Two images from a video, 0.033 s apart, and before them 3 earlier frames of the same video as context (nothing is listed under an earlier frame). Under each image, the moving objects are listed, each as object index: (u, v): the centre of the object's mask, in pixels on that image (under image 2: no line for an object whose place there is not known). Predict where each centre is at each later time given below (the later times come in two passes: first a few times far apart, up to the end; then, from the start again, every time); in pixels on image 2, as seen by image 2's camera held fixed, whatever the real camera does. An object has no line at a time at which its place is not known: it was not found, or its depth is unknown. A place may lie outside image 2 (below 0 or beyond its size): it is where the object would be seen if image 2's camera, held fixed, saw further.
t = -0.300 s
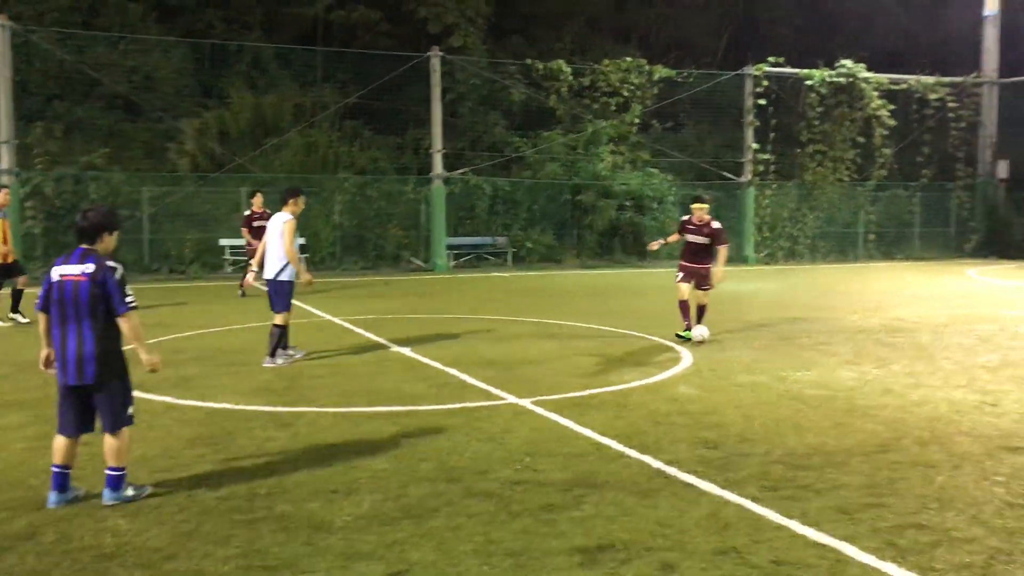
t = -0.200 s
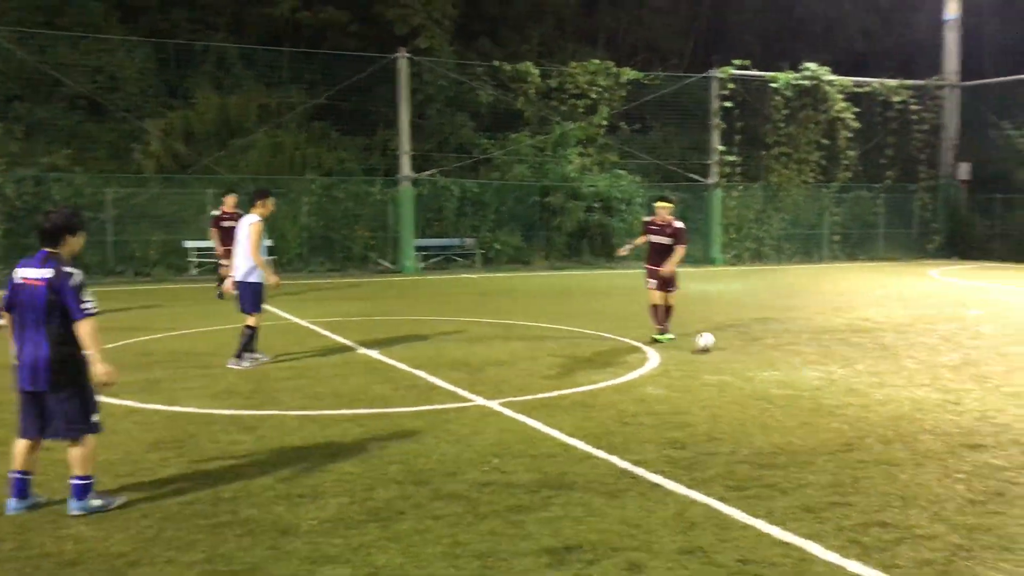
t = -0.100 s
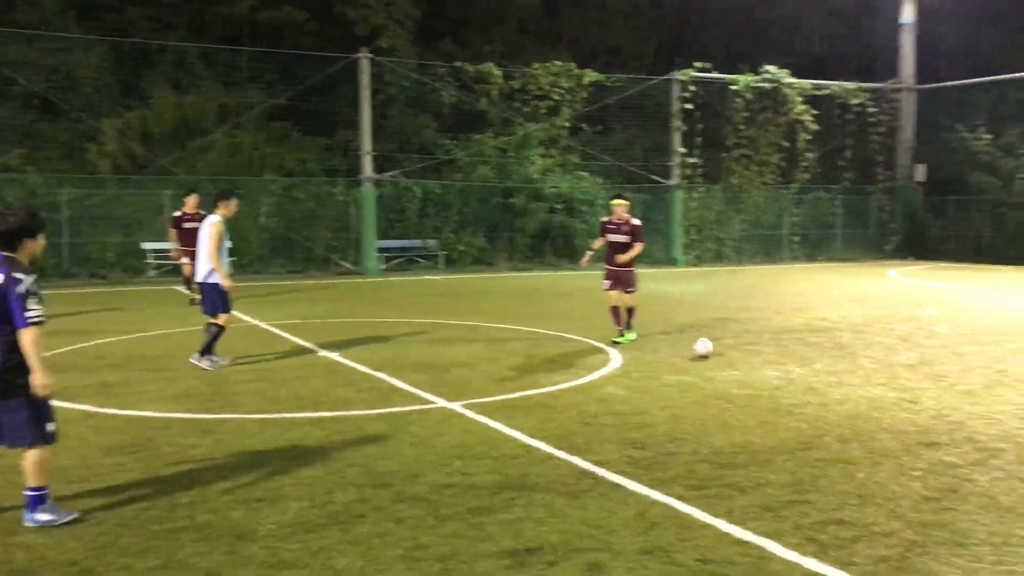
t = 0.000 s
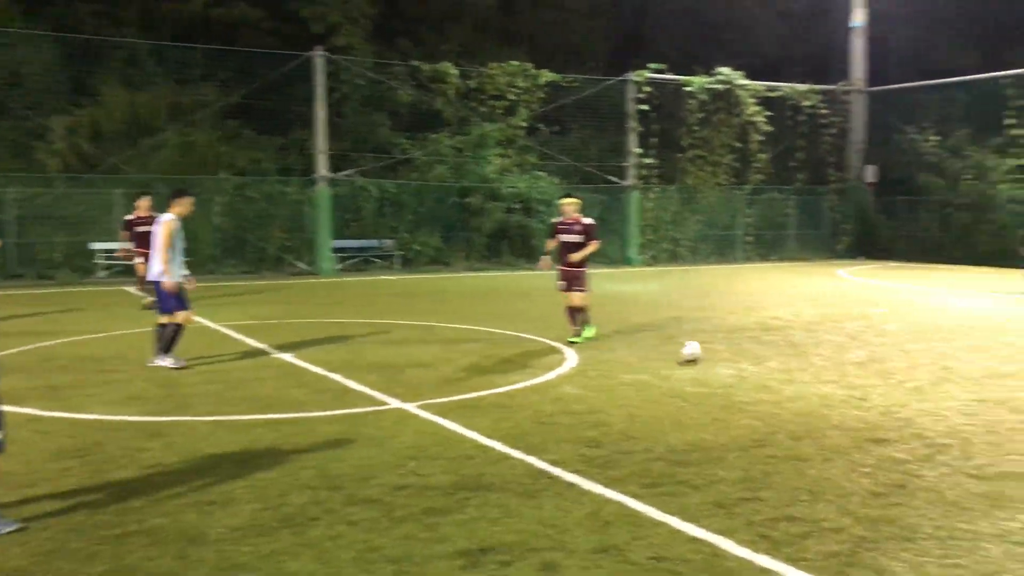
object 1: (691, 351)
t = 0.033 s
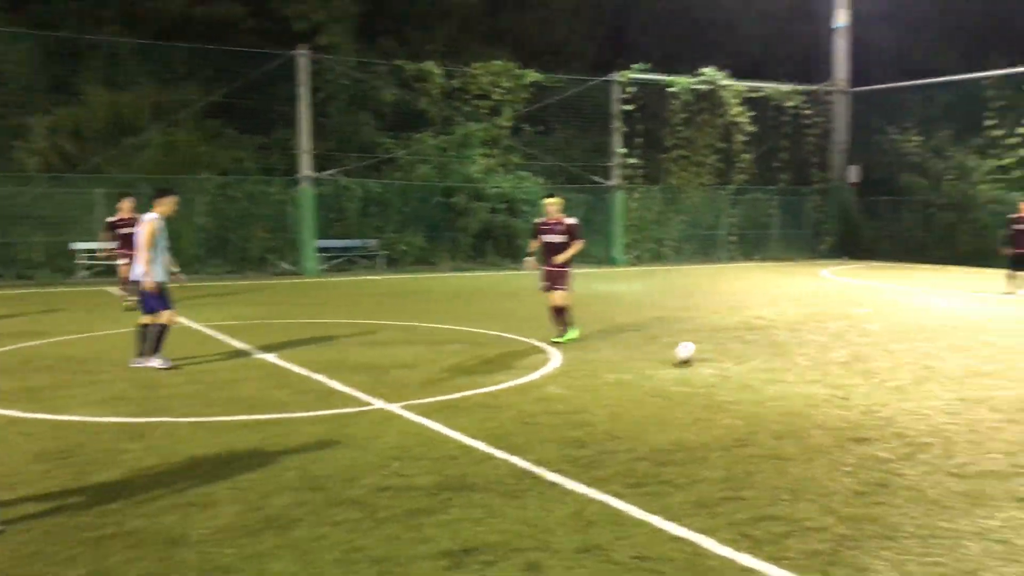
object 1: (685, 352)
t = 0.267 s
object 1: (761, 364)
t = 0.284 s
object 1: (767, 365)
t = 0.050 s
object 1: (690, 352)
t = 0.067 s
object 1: (696, 353)
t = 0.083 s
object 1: (701, 355)
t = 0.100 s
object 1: (707, 356)
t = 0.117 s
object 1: (711, 355)
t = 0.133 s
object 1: (717, 357)
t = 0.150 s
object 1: (723, 358)
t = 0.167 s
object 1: (727, 358)
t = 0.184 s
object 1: (733, 360)
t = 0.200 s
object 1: (739, 361)
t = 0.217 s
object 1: (744, 361)
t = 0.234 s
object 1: (750, 362)
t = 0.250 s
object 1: (755, 363)
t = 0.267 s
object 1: (761, 364)
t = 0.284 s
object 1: (767, 365)
